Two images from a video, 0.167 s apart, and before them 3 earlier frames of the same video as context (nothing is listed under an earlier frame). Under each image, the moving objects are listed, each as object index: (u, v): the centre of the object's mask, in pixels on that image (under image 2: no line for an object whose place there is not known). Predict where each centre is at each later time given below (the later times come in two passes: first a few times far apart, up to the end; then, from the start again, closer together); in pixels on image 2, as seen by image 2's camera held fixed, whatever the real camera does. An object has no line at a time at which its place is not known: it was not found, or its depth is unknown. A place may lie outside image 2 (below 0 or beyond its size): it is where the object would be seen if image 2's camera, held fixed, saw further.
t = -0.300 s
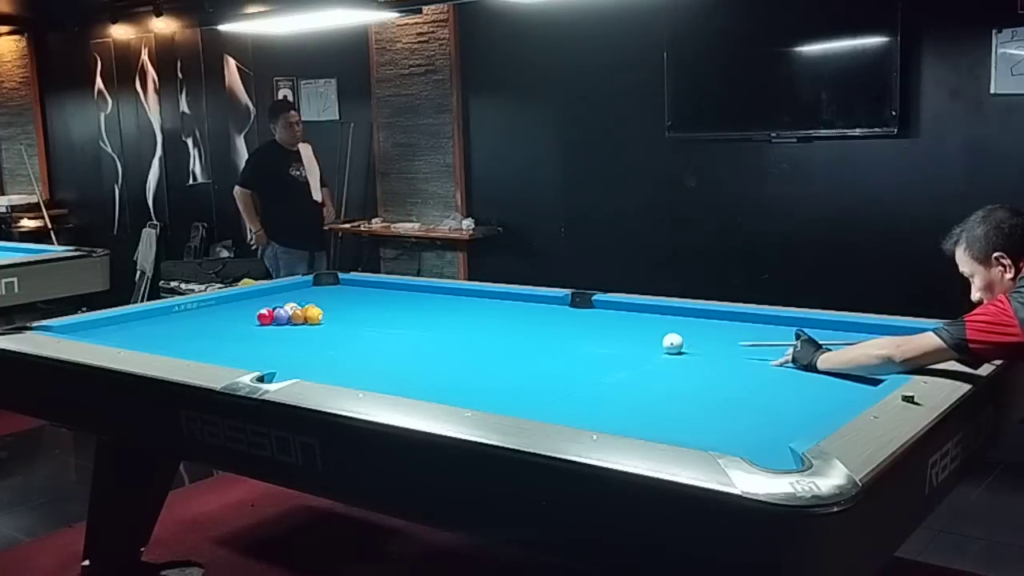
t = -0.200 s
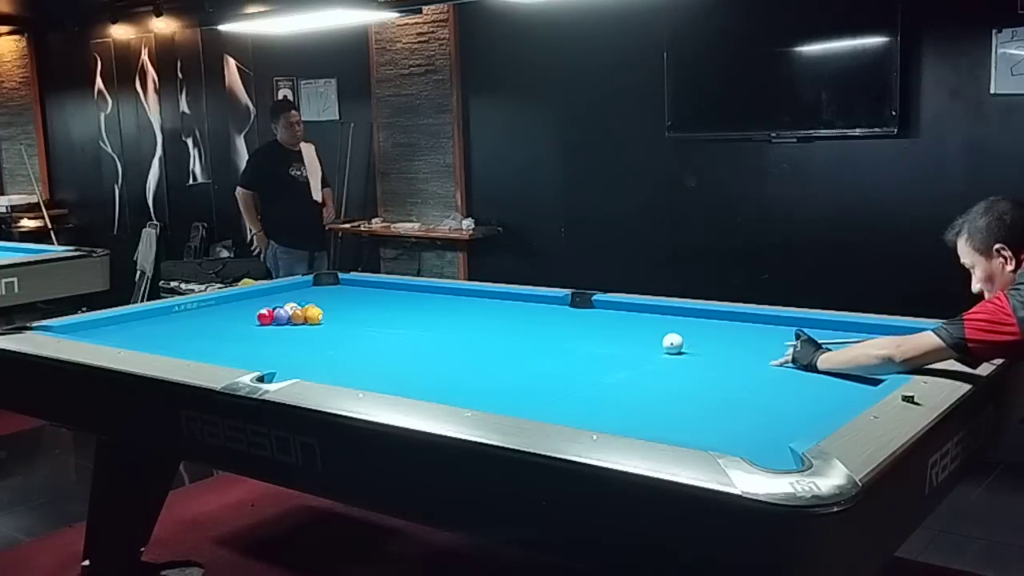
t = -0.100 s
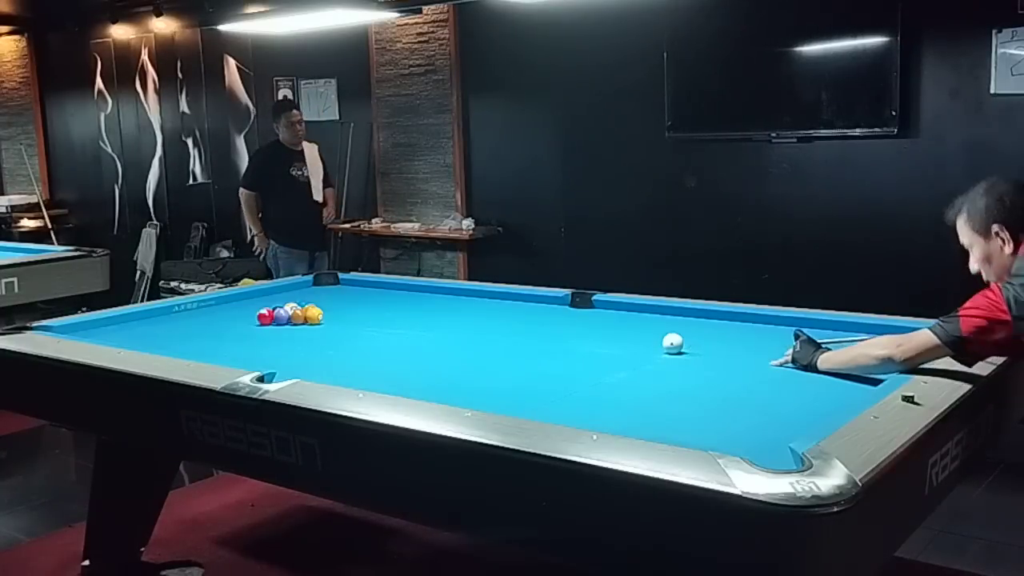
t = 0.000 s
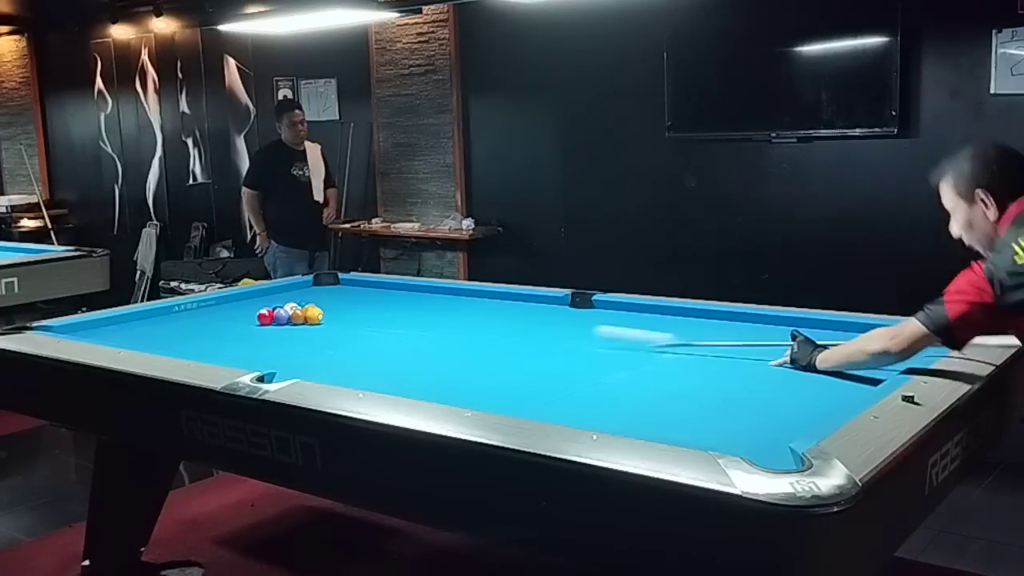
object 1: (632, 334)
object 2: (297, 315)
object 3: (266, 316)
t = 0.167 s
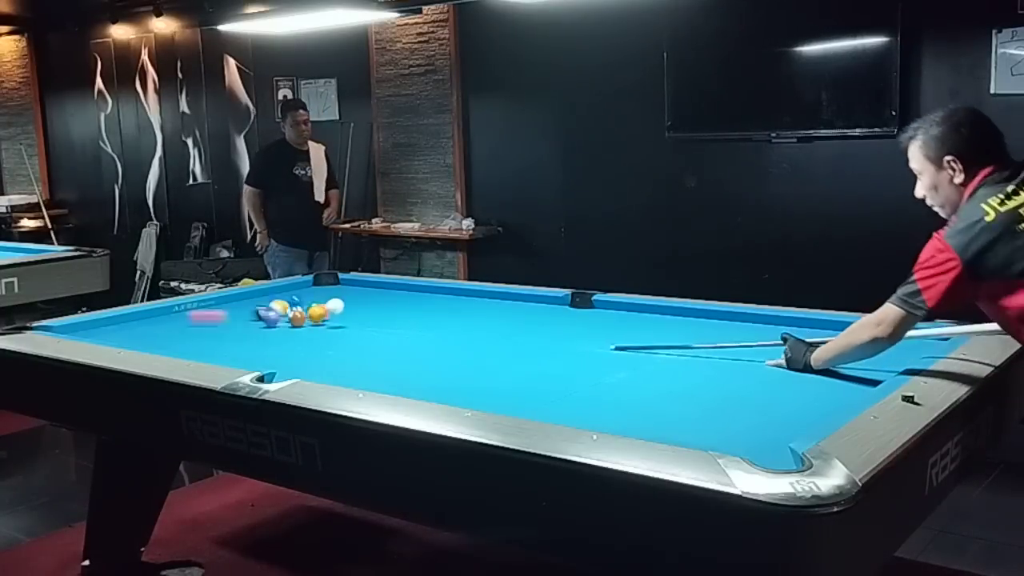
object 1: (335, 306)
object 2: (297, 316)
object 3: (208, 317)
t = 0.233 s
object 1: (347, 304)
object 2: (297, 321)
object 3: (120, 319)
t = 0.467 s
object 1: (390, 331)
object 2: (298, 331)
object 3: (126, 341)
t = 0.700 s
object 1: (410, 340)
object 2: (298, 344)
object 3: (239, 349)
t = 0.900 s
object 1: (423, 346)
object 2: (336, 347)
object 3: (304, 361)
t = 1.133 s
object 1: (438, 354)
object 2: (400, 348)
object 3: (371, 377)
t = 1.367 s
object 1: (453, 362)
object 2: (464, 347)
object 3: (452, 395)
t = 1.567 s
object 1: (467, 369)
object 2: (517, 350)
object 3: (558, 409)
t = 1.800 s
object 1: (483, 377)
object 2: (580, 352)
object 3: (698, 428)
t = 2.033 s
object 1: (500, 386)
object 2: (645, 353)
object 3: (759, 427)
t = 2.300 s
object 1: (520, 395)
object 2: (717, 354)
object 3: (714, 397)
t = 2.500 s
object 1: (535, 402)
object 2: (772, 356)
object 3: (685, 380)
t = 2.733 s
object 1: (554, 409)
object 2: (835, 356)
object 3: (656, 362)
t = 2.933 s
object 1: (512, 405)
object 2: (890, 357)
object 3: (635, 350)
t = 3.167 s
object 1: (504, 402)
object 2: (899, 354)
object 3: (615, 336)
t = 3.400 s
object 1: (496, 398)
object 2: (874, 348)
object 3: (597, 324)
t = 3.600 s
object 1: (491, 395)
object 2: (854, 345)
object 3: (583, 316)
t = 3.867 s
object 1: (484, 391)
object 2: (830, 340)
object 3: (568, 306)
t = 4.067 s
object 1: (479, 387)
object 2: (813, 336)
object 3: (558, 300)
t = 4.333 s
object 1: (474, 383)
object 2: (792, 331)
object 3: (526, 300)
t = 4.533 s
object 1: (471, 380)
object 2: (779, 329)
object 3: (506, 301)
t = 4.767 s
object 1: (468, 378)
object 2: (766, 325)
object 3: (484, 301)
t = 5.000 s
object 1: (466, 376)
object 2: (753, 323)
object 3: (463, 302)
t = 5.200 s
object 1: (464, 375)
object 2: (744, 321)
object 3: (446, 302)
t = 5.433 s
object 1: (462, 374)
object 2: (734, 319)
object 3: (428, 303)
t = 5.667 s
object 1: (461, 373)
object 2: (725, 317)
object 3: (411, 303)
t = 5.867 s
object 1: (461, 373)
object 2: (718, 316)
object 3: (398, 303)
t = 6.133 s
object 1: (461, 372)
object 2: (710, 315)
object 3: (381, 304)
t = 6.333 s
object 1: (461, 373)
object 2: (706, 314)
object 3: (370, 304)
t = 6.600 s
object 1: (460, 373)
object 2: (702, 314)
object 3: (356, 305)
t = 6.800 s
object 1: (461, 373)
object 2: (699, 314)
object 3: (347, 305)
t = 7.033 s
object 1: (461, 373)
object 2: (697, 314)
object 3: (337, 305)
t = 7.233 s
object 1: (460, 373)
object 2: (697, 313)
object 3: (330, 306)
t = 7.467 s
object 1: (460, 373)
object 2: (697, 313)
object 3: (323, 306)
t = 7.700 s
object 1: (460, 373)
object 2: (697, 313)
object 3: (317, 306)
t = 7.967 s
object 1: (460, 373)
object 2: (697, 313)
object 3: (312, 305)
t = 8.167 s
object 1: (460, 373)
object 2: (697, 313)
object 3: (309, 306)
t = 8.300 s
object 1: (460, 373)
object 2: (697, 313)
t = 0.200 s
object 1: (341, 303)
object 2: (297, 319)
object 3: (162, 317)
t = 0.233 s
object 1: (347, 304)
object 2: (297, 321)
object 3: (120, 319)
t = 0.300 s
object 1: (361, 315)
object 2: (297, 324)
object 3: (113, 326)
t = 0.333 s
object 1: (368, 324)
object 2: (297, 325)
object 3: (115, 329)
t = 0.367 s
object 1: (374, 323)
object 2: (297, 327)
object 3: (118, 334)
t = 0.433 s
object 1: (385, 328)
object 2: (298, 330)
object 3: (123, 339)
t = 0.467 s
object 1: (390, 331)
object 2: (298, 331)
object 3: (126, 341)
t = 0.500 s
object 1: (394, 332)
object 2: (298, 333)
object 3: (142, 342)
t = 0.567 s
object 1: (402, 336)
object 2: (298, 337)
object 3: (174, 345)
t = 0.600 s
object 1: (404, 337)
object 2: (298, 338)
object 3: (189, 346)
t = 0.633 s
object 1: (406, 338)
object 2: (298, 340)
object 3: (206, 347)
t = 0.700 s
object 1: (410, 340)
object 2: (298, 344)
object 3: (239, 349)
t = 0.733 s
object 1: (412, 342)
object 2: (298, 345)
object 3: (257, 349)
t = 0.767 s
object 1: (414, 343)
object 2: (298, 347)
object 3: (273, 350)
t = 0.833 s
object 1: (419, 344)
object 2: (317, 347)
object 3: (290, 355)
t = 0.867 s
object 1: (421, 345)
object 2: (327, 348)
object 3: (296, 358)
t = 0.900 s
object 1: (423, 346)
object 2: (336, 347)
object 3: (304, 361)
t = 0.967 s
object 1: (427, 349)
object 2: (354, 347)
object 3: (323, 366)
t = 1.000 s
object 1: (429, 350)
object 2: (364, 347)
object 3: (332, 368)
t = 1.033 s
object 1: (431, 351)
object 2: (373, 348)
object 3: (341, 370)
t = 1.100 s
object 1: (436, 353)
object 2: (391, 348)
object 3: (360, 375)
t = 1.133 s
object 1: (438, 354)
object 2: (400, 348)
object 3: (371, 377)
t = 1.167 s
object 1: (440, 355)
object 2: (409, 348)
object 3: (381, 379)
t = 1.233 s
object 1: (444, 357)
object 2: (427, 348)
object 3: (403, 385)
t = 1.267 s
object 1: (447, 358)
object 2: (435, 347)
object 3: (414, 387)
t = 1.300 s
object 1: (449, 360)
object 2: (443, 346)
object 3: (425, 390)
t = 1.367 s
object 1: (453, 362)
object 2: (464, 347)
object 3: (452, 395)
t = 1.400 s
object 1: (455, 363)
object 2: (472, 349)
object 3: (469, 397)
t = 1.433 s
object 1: (458, 364)
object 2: (481, 349)
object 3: (486, 400)
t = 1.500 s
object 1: (462, 366)
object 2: (499, 350)
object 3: (521, 404)
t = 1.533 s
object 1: (464, 368)
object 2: (508, 350)
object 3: (540, 407)
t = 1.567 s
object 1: (467, 369)
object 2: (517, 350)
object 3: (558, 409)
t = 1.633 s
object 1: (472, 371)
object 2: (535, 350)
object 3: (596, 415)
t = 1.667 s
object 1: (474, 372)
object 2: (544, 351)
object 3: (615, 417)
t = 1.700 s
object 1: (476, 373)
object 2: (553, 351)
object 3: (636, 420)
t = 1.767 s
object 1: (481, 376)
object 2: (572, 351)
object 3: (677, 426)
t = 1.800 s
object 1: (483, 377)
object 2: (580, 352)
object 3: (698, 428)
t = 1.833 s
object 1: (485, 378)
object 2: (589, 352)
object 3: (720, 431)
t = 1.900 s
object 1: (490, 381)
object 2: (608, 352)
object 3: (764, 437)
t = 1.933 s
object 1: (493, 382)
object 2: (617, 352)
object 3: (782, 439)
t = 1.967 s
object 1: (495, 383)
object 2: (626, 353)
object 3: (774, 435)
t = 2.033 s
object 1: (500, 386)
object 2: (645, 353)
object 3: (759, 427)
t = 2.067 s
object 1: (502, 386)
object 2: (653, 353)
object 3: (753, 422)
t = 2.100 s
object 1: (505, 388)
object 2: (663, 353)
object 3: (747, 418)
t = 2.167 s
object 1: (510, 391)
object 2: (681, 353)
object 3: (735, 412)
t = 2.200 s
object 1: (512, 392)
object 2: (690, 354)
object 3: (729, 408)
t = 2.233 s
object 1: (515, 393)
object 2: (699, 354)
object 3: (724, 404)
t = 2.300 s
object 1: (520, 395)
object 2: (717, 354)
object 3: (714, 397)
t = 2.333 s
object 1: (522, 396)
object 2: (726, 354)
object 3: (708, 395)
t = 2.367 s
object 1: (525, 398)
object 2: (735, 355)
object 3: (703, 391)
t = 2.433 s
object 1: (530, 400)
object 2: (753, 355)
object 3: (694, 386)
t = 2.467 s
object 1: (532, 401)
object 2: (763, 355)
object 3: (690, 383)
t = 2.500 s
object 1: (535, 402)
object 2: (772, 356)
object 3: (685, 380)
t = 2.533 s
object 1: (538, 403)
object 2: (781, 356)
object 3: (681, 377)
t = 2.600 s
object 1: (543, 405)
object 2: (799, 356)
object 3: (672, 372)
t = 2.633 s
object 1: (546, 406)
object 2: (808, 356)
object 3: (668, 369)
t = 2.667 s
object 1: (548, 407)
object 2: (817, 356)
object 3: (664, 367)
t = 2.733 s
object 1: (554, 409)
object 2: (835, 356)
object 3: (656, 362)
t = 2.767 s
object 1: (549, 408)
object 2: (844, 357)
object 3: (652, 360)
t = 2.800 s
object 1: (538, 407)
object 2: (854, 357)
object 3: (650, 356)
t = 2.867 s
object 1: (523, 406)
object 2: (872, 357)
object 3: (642, 354)
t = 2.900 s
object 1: (516, 406)
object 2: (881, 357)
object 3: (639, 352)
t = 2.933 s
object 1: (512, 405)
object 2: (890, 357)
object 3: (635, 350)
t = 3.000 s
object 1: (510, 404)
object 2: (907, 356)
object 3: (629, 346)
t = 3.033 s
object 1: (509, 404)
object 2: (914, 354)
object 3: (627, 344)
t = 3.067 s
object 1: (507, 404)
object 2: (910, 355)
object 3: (624, 342)
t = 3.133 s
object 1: (505, 402)
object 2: (903, 355)
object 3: (618, 338)
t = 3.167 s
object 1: (504, 402)
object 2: (899, 354)
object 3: (615, 336)
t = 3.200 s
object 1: (503, 401)
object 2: (896, 353)
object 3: (613, 334)
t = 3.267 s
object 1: (500, 400)
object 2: (888, 352)
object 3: (607, 331)
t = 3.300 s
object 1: (499, 399)
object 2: (884, 351)
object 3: (604, 330)
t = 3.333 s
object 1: (498, 399)
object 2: (881, 350)
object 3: (602, 328)
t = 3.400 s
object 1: (496, 398)
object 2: (874, 348)
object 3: (597, 324)
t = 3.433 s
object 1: (495, 398)
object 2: (870, 348)
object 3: (595, 324)
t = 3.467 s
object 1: (494, 397)
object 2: (867, 347)
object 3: (593, 322)
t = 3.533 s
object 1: (493, 396)
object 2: (860, 346)
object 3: (588, 319)
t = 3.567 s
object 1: (492, 395)
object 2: (857, 345)
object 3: (586, 318)
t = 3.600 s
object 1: (491, 395)
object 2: (854, 345)
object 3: (583, 316)
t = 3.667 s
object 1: (489, 394)
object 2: (847, 344)
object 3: (579, 314)
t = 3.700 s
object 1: (488, 394)
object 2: (844, 343)
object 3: (577, 312)
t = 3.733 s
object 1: (487, 393)
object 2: (841, 342)
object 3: (575, 311)
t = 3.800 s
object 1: (486, 392)
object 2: (836, 341)
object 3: (572, 309)
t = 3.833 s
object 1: (485, 391)
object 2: (833, 340)
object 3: (570, 307)
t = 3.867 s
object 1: (484, 391)
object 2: (830, 340)
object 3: (568, 306)
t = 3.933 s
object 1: (482, 389)
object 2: (824, 338)
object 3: (564, 304)
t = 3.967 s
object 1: (482, 389)
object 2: (821, 338)
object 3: (563, 303)
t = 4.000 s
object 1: (481, 388)
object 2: (819, 337)
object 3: (561, 302)
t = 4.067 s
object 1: (479, 387)
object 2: (813, 336)
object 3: (558, 300)
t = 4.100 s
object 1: (479, 387)
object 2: (811, 335)
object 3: (555, 300)
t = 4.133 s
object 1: (478, 386)
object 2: (809, 335)
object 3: (551, 299)
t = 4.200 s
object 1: (476, 384)
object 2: (801, 333)
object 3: (537, 297)
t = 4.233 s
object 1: (475, 385)
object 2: (799, 333)
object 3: (534, 299)
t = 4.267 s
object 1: (475, 384)
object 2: (797, 332)
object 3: (533, 300)
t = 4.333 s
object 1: (474, 383)
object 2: (792, 331)
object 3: (526, 300)
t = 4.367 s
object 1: (473, 382)
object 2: (790, 331)
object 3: (523, 300)
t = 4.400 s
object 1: (473, 382)
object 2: (788, 330)
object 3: (520, 300)
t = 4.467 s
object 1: (472, 381)
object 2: (784, 329)
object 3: (513, 300)
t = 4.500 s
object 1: (471, 381)
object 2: (782, 329)
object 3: (510, 300)
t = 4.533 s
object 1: (471, 380)
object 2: (779, 329)
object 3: (506, 301)
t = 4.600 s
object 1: (470, 379)
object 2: (776, 328)
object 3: (499, 301)
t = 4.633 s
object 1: (469, 379)
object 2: (773, 327)
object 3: (496, 301)
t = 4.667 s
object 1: (469, 379)
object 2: (772, 327)
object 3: (493, 301)
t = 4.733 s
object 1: (468, 378)
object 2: (767, 326)
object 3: (487, 301)
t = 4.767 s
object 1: (468, 378)
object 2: (766, 325)
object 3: (484, 301)
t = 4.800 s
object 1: (468, 378)
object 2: (764, 325)
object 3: (481, 301)
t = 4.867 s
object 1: (467, 377)
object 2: (760, 324)
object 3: (475, 301)
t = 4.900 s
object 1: (467, 377)
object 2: (758, 324)
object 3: (472, 302)
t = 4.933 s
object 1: (466, 377)
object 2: (757, 324)
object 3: (469, 302)
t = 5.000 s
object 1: (466, 376)
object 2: (753, 323)
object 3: (463, 302)
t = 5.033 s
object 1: (466, 376)
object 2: (752, 323)
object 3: (460, 302)
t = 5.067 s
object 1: (465, 376)
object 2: (750, 322)
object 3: (457, 302)
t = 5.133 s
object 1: (464, 375)
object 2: (747, 322)
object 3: (452, 302)
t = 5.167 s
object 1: (464, 375)
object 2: (746, 322)
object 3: (449, 302)
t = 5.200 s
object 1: (464, 375)
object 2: (744, 321)
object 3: (446, 302)
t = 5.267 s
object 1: (464, 375)
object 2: (741, 321)
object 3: (441, 302)
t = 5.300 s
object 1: (463, 375)
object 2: (740, 320)
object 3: (438, 302)
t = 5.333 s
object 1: (463, 374)
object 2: (738, 320)
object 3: (436, 302)
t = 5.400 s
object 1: (462, 374)
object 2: (736, 320)
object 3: (430, 302)
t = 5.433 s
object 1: (462, 374)
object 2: (734, 319)
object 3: (428, 303)
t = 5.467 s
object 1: (462, 374)
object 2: (733, 319)
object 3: (425, 302)
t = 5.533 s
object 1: (462, 374)
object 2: (730, 318)
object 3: (421, 303)
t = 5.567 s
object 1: (461, 373)
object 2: (729, 318)
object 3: (418, 303)
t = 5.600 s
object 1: (461, 373)
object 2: (728, 318)
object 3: (416, 303)
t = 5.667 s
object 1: (461, 373)
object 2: (725, 317)
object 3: (411, 303)
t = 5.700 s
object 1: (461, 373)
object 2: (725, 317)
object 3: (409, 303)
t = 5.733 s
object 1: (461, 373)
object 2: (723, 317)
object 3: (407, 303)
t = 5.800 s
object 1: (461, 373)
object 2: (721, 316)
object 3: (402, 303)
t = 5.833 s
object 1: (461, 373)
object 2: (719, 316)
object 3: (399, 304)
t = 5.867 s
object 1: (461, 373)
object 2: (718, 316)
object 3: (398, 303)
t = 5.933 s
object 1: (461, 373)
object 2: (716, 316)
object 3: (393, 304)
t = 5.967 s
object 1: (461, 372)
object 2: (715, 315)
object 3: (391, 304)
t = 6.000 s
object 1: (461, 372)
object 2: (714, 315)
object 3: (389, 304)
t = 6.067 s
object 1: (461, 372)
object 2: (712, 315)
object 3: (385, 304)
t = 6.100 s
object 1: (461, 372)
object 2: (711, 315)
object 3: (383, 304)
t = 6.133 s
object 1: (461, 372)
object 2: (710, 315)
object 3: (381, 304)
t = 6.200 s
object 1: (461, 372)
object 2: (709, 314)
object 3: (377, 304)
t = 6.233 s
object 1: (461, 372)
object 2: (708, 314)
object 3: (375, 304)
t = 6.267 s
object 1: (461, 373)
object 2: (707, 314)
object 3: (373, 304)
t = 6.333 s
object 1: (461, 373)
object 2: (706, 314)
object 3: (370, 304)
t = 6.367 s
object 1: (461, 373)
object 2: (705, 314)
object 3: (367, 304)
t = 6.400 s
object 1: (461, 373)
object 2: (705, 314)
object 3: (366, 304)
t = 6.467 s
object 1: (461, 372)
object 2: (703, 314)
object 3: (363, 305)
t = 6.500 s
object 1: (461, 373)
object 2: (703, 314)
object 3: (360, 305)
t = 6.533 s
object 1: (460, 373)
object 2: (702, 314)
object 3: (359, 305)
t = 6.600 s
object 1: (460, 373)
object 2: (702, 314)
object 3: (356, 305)
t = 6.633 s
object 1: (460, 373)
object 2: (701, 314)
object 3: (354, 305)
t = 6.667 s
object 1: (461, 373)
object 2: (701, 314)
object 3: (353, 305)
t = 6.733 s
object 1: (461, 373)
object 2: (700, 314)
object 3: (350, 305)
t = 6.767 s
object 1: (461, 373)
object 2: (700, 314)
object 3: (348, 305)
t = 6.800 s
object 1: (461, 373)
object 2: (699, 314)
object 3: (347, 305)
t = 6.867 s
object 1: (461, 372)
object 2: (699, 314)
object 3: (344, 305)
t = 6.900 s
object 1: (461, 372)
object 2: (698, 314)
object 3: (343, 305)
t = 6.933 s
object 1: (461, 373)
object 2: (698, 314)
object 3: (342, 305)
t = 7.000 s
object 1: (461, 373)
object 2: (698, 314)
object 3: (339, 305)
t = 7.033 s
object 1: (461, 373)
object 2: (697, 314)
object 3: (337, 305)
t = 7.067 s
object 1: (461, 373)
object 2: (697, 314)
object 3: (336, 305)
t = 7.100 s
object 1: (461, 373)
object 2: (697, 314)
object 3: (335, 305)
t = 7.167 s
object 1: (461, 373)
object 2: (697, 313)
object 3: (332, 306)
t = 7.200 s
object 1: (460, 373)
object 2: (697, 313)
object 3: (331, 306)
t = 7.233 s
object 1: (460, 373)
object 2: (697, 313)
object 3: (330, 306)
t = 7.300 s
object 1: (460, 373)
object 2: (697, 313)
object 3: (328, 306)
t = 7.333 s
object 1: (460, 373)
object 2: (697, 313)
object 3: (327, 306)
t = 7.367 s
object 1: (460, 373)
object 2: (697, 313)
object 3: (326, 306)
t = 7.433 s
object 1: (460, 373)
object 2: (697, 313)
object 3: (324, 306)
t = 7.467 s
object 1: (460, 373)
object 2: (697, 313)
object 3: (323, 306)
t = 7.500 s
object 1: (460, 373)
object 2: (697, 313)
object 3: (322, 306)
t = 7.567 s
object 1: (460, 373)
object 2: (697, 313)
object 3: (320, 306)
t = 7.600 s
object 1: (460, 373)
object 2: (697, 313)
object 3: (320, 306)
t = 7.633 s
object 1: (460, 373)
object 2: (697, 313)
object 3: (319, 306)
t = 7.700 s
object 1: (460, 373)
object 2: (697, 313)
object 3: (317, 306)
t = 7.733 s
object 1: (460, 373)
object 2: (697, 313)
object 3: (316, 306)
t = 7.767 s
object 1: (460, 373)
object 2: (697, 313)
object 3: (316, 306)
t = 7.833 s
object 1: (460, 373)
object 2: (697, 313)
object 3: (314, 305)
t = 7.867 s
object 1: (460, 373)
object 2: (697, 313)
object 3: (314, 306)
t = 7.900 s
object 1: (460, 373)
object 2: (697, 313)
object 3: (313, 306)
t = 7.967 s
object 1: (460, 373)
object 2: (697, 313)
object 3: (312, 305)
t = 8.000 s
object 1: (460, 373)
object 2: (697, 313)
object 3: (312, 306)
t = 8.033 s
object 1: (460, 373)
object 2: (697, 313)
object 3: (311, 306)
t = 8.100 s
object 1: (460, 373)
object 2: (697, 313)
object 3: (310, 306)
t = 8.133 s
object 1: (460, 373)
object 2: (697, 313)
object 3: (310, 306)
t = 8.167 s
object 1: (460, 373)
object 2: (697, 313)
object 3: (309, 306)
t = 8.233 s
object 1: (460, 373)
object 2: (697, 313)
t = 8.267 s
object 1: (460, 373)
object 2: (697, 313)
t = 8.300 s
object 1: (460, 373)
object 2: (697, 313)
